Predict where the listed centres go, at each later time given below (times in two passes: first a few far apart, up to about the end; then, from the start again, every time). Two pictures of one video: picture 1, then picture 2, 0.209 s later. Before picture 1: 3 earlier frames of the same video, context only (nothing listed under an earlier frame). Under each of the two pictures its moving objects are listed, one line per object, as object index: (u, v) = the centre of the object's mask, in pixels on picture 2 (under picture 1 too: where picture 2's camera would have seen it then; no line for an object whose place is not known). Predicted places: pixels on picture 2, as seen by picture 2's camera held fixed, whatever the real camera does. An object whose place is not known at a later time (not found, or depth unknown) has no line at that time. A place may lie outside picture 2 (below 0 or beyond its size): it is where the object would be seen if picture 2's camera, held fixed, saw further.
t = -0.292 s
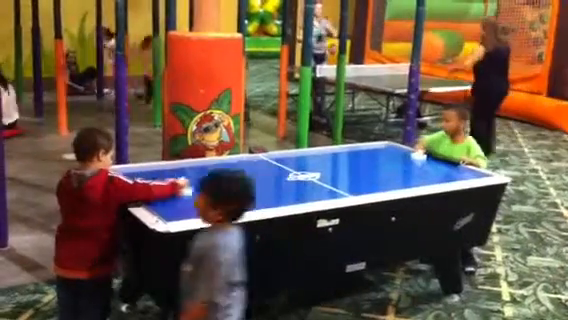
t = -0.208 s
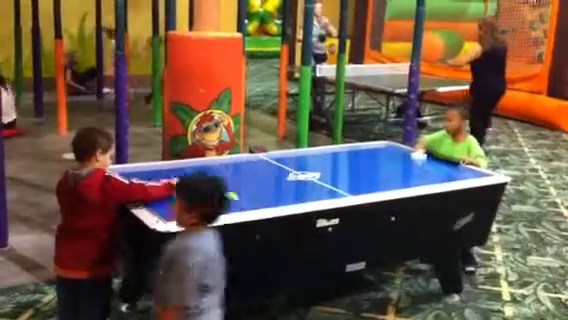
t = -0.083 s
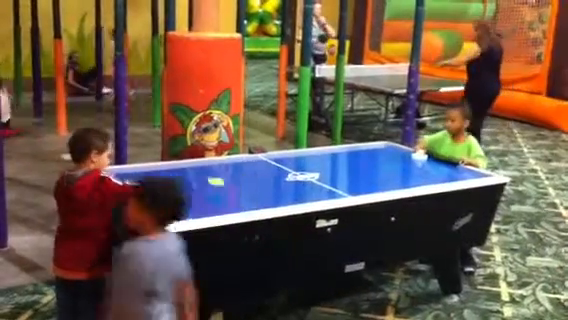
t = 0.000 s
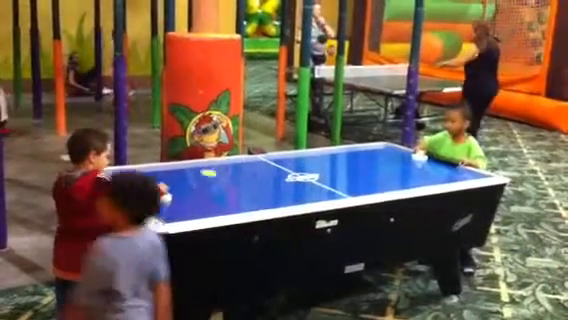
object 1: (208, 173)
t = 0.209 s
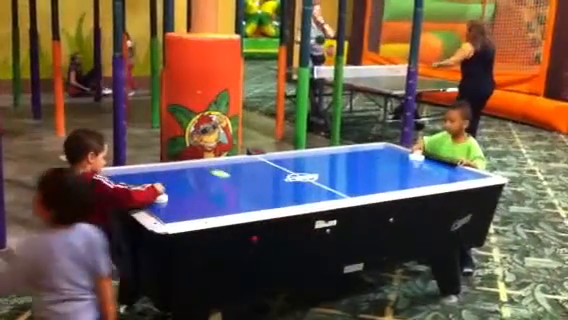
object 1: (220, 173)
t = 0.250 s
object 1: (227, 177)
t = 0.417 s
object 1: (258, 191)
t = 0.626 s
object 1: (282, 202)
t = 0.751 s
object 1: (261, 192)
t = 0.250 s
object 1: (227, 177)
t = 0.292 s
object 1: (234, 180)
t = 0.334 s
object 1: (242, 184)
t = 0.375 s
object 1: (249, 187)
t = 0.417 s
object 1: (258, 191)
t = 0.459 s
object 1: (266, 195)
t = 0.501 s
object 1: (275, 199)
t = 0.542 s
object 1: (283, 203)
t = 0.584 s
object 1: (286, 204)
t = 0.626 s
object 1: (282, 202)
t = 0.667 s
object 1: (275, 199)
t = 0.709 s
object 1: (267, 195)
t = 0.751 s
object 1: (261, 192)
